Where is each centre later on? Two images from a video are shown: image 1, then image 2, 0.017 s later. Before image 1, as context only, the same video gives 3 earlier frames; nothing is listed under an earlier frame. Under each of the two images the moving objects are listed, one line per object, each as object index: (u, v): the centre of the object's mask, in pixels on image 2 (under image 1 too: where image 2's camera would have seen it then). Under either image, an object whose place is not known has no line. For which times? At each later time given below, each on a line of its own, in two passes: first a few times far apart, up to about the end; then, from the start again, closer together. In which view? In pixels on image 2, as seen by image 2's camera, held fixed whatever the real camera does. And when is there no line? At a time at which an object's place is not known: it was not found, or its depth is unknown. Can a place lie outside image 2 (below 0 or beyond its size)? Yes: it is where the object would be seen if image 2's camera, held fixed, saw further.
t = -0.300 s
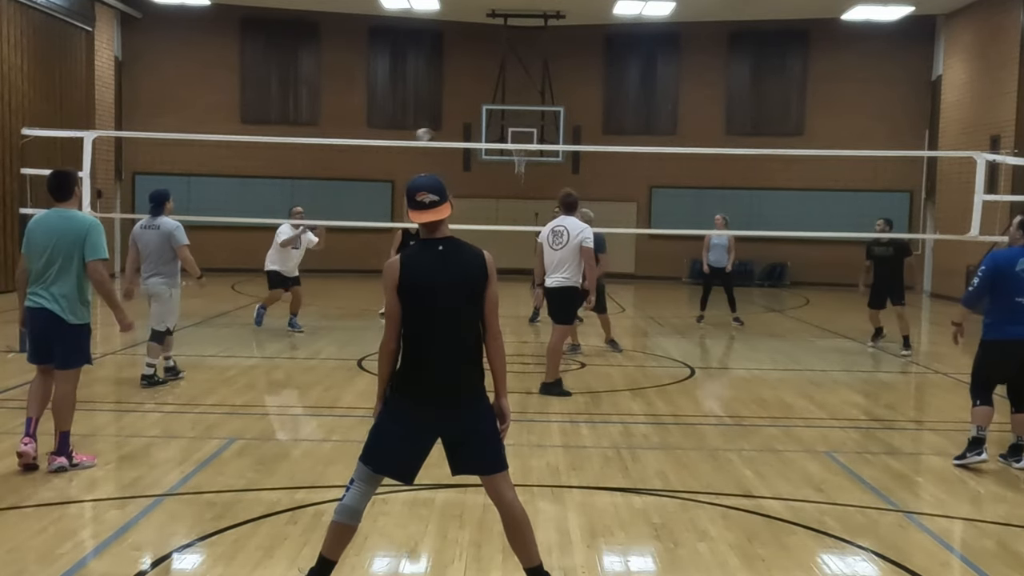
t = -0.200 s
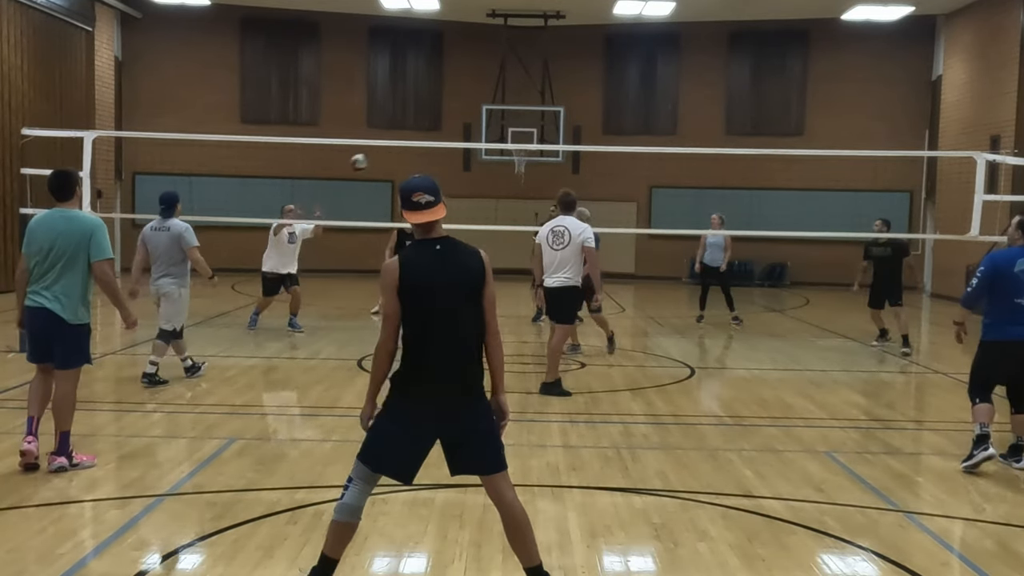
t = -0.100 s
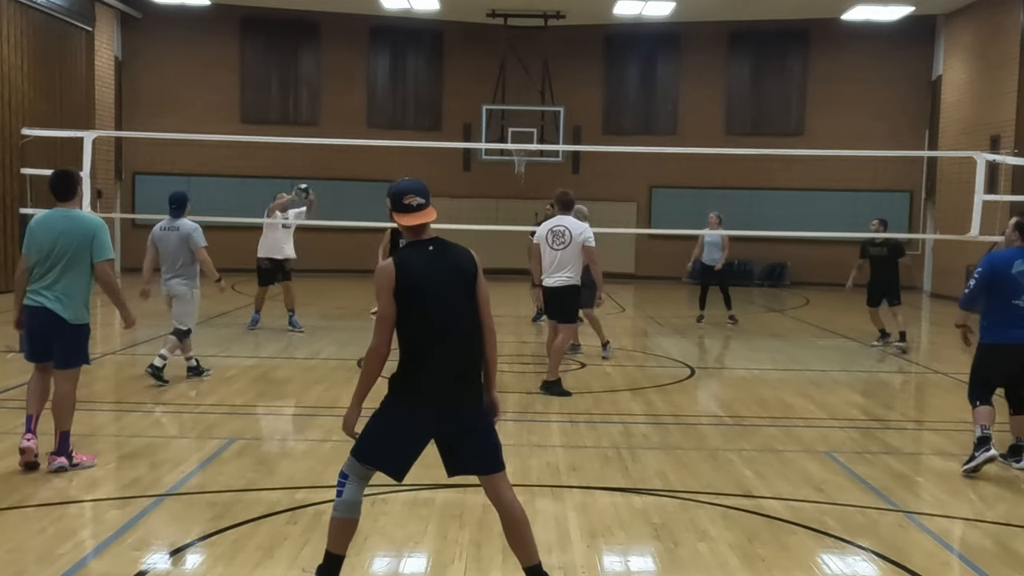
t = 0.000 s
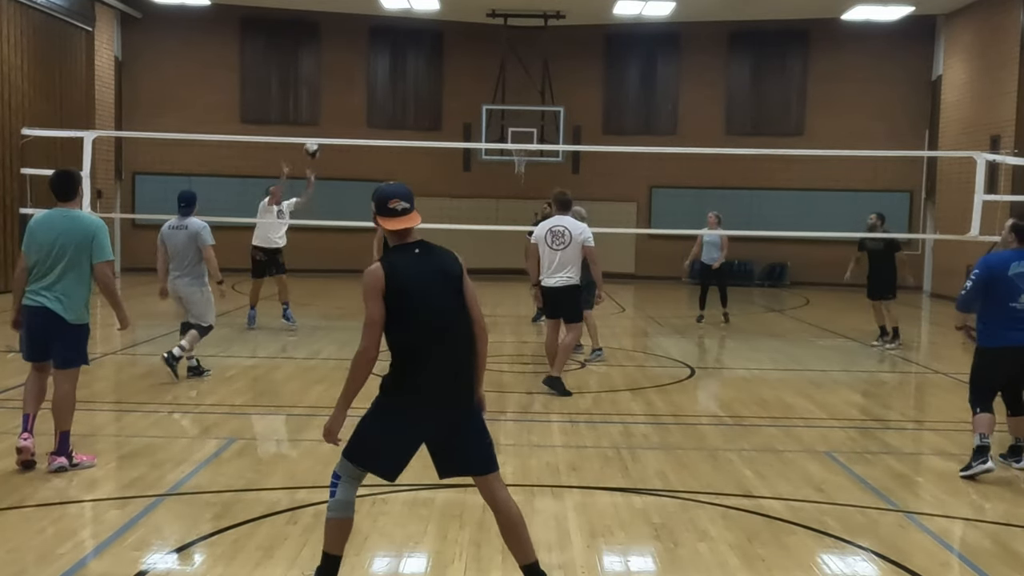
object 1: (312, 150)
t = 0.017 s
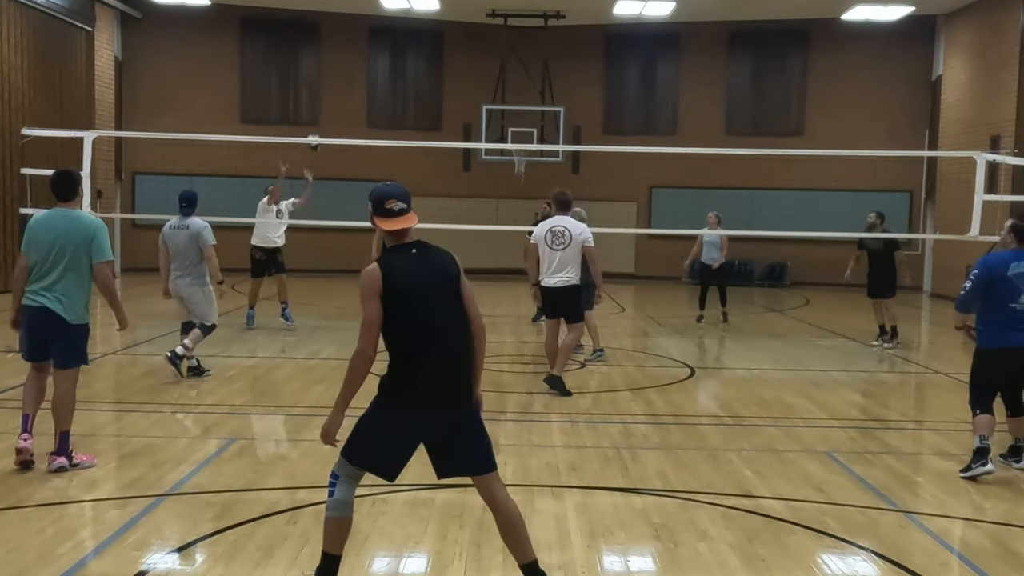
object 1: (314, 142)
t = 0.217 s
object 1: (339, 68)
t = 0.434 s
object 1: (367, 22)
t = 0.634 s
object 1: (394, 14)
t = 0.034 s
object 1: (315, 132)
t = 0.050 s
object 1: (317, 127)
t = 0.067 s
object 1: (319, 120)
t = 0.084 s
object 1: (321, 114)
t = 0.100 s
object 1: (324, 107)
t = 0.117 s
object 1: (326, 101)
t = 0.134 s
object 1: (328, 95)
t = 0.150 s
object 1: (330, 89)
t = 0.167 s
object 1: (332, 84)
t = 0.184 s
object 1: (335, 78)
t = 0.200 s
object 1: (337, 73)
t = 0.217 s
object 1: (339, 68)
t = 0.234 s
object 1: (341, 63)
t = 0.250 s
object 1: (343, 58)
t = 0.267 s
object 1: (345, 54)
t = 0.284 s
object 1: (347, 50)
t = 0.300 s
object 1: (349, 46)
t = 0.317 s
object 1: (351, 42)
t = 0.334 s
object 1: (353, 38)
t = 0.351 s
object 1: (356, 35)
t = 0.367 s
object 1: (358, 32)
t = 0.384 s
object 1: (361, 29)
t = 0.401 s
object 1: (363, 26)
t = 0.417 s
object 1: (365, 24)
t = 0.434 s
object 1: (367, 22)
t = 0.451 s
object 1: (370, 20)
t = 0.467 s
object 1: (372, 18)
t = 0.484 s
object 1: (374, 17)
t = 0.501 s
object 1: (376, 15)
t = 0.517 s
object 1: (378, 14)
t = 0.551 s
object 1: (383, 14)
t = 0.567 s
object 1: (384, 13)
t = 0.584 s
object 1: (387, 13)
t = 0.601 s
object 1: (389, 14)
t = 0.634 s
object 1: (394, 14)
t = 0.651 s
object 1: (396, 14)
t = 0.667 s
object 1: (399, 15)
